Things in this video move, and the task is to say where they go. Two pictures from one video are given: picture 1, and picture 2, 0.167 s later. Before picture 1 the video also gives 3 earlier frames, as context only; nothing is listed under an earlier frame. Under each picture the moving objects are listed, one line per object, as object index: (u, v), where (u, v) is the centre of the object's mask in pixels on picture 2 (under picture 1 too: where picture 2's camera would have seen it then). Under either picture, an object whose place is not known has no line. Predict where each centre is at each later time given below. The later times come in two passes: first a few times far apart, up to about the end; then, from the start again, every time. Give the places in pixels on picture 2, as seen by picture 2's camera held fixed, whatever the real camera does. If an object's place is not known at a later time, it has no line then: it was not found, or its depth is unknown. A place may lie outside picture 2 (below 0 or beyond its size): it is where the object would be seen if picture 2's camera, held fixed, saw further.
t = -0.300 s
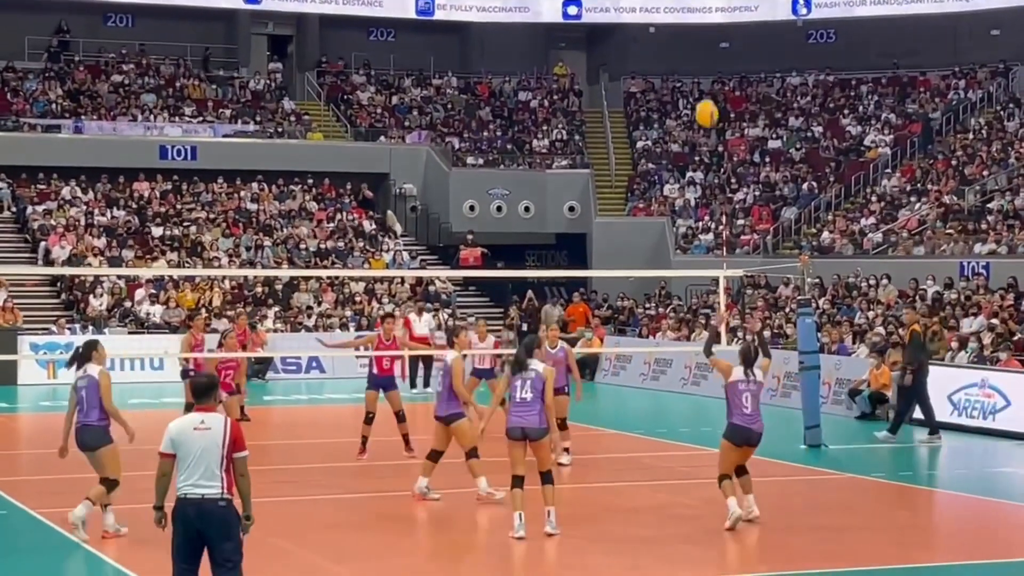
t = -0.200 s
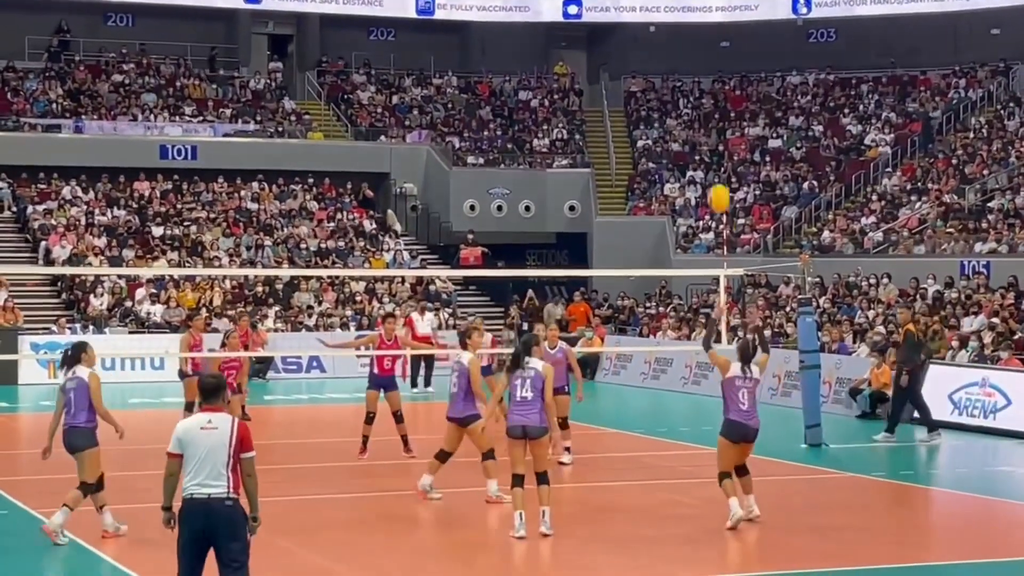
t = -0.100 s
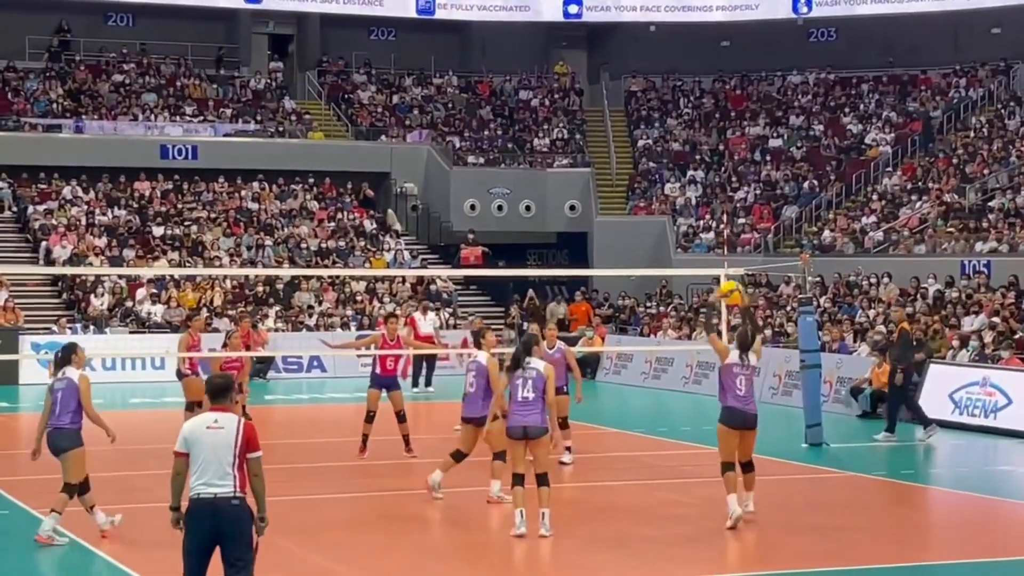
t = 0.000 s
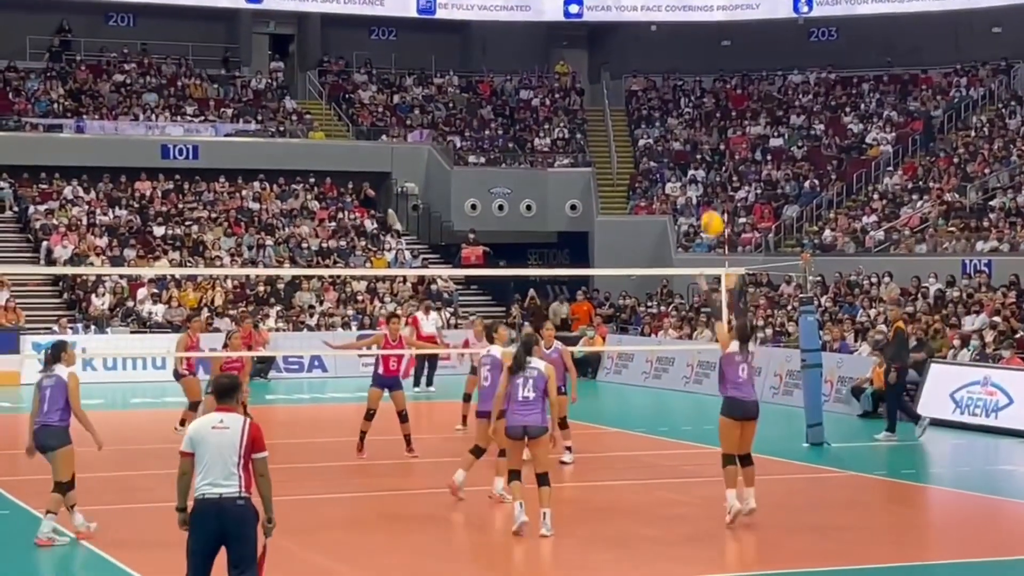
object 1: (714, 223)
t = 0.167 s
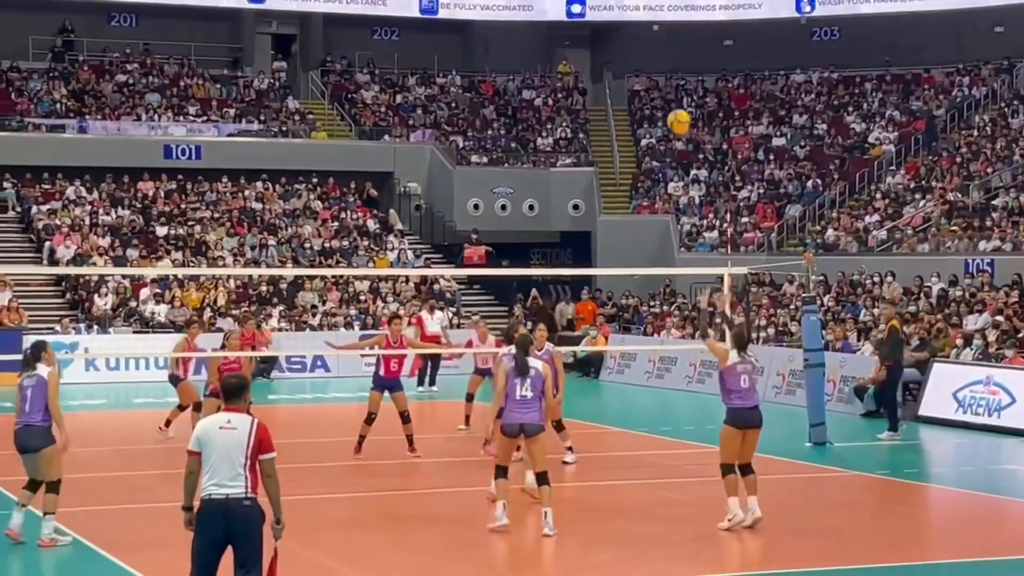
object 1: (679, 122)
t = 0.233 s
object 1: (666, 91)
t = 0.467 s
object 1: (624, 29)
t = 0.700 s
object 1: (586, 24)
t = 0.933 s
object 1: (553, 67)
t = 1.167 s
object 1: (523, 152)
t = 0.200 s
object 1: (672, 106)
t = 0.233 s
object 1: (666, 91)
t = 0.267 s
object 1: (659, 78)
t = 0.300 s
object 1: (653, 66)
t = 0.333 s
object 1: (647, 57)
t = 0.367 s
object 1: (641, 48)
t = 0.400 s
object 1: (635, 40)
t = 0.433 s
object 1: (629, 34)
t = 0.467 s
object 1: (624, 29)
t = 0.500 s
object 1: (618, 25)
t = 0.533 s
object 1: (613, 22)
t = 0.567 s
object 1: (607, 20)
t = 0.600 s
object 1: (602, 19)
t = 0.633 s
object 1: (597, 20)
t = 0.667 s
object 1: (592, 21)
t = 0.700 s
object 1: (586, 24)
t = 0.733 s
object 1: (581, 27)
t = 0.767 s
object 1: (577, 31)
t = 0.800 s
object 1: (572, 36)
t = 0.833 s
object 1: (567, 43)
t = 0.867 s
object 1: (563, 50)
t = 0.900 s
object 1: (558, 58)
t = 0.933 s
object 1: (553, 67)
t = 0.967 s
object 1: (549, 77)
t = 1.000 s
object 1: (545, 87)
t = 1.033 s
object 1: (540, 99)
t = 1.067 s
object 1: (536, 111)
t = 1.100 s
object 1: (532, 124)
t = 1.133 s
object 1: (527, 138)
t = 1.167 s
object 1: (523, 152)
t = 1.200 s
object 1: (519, 168)
